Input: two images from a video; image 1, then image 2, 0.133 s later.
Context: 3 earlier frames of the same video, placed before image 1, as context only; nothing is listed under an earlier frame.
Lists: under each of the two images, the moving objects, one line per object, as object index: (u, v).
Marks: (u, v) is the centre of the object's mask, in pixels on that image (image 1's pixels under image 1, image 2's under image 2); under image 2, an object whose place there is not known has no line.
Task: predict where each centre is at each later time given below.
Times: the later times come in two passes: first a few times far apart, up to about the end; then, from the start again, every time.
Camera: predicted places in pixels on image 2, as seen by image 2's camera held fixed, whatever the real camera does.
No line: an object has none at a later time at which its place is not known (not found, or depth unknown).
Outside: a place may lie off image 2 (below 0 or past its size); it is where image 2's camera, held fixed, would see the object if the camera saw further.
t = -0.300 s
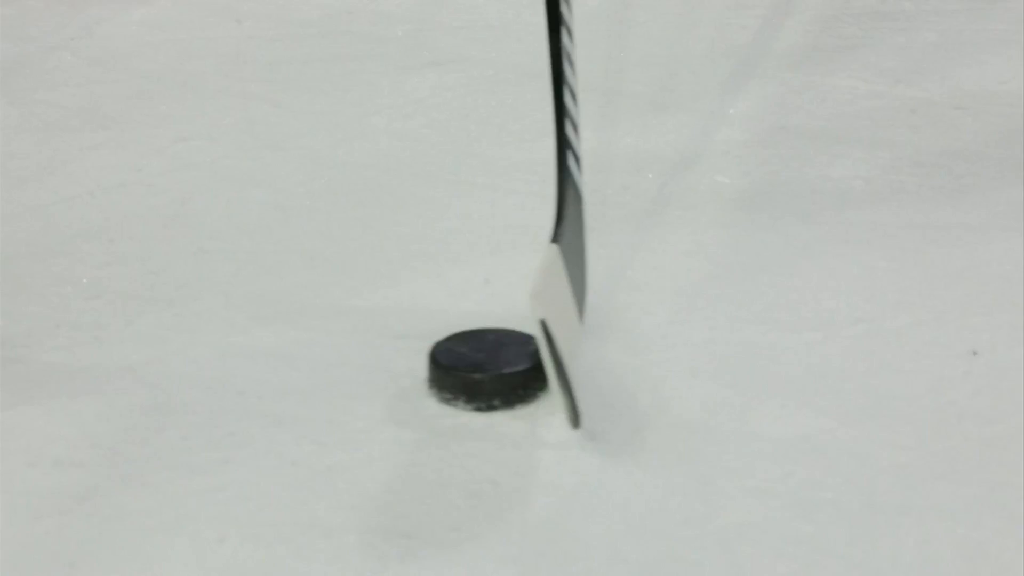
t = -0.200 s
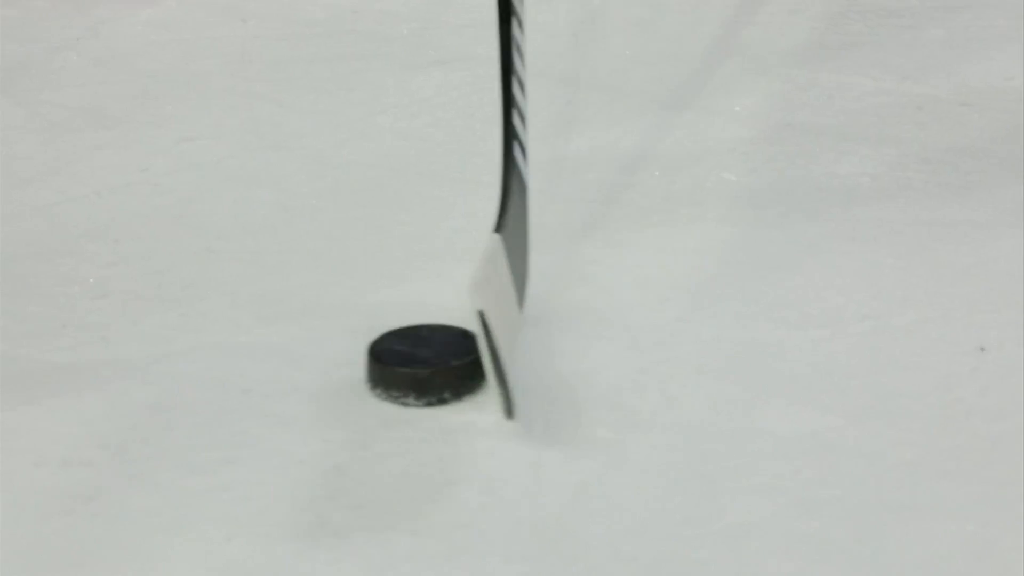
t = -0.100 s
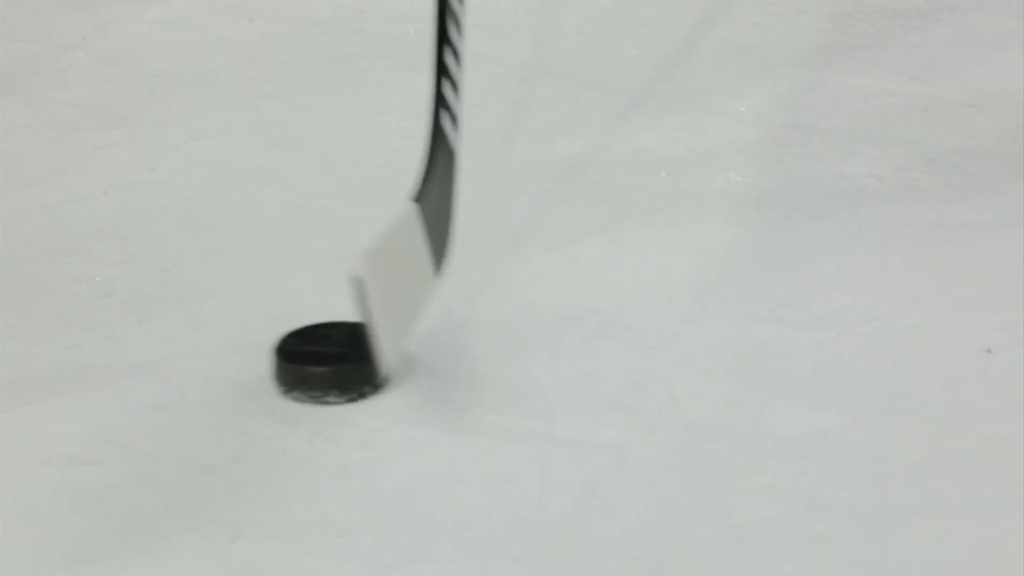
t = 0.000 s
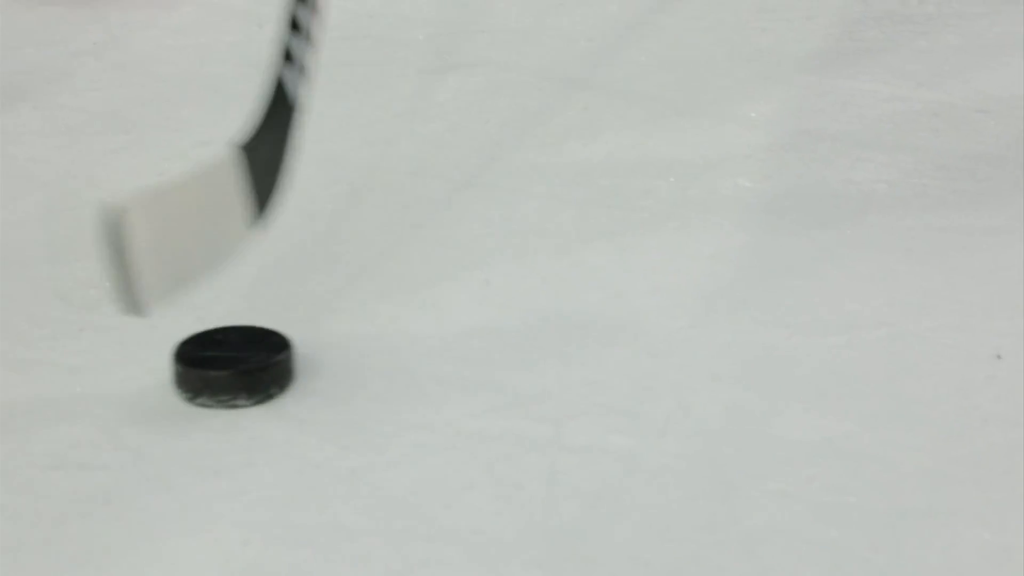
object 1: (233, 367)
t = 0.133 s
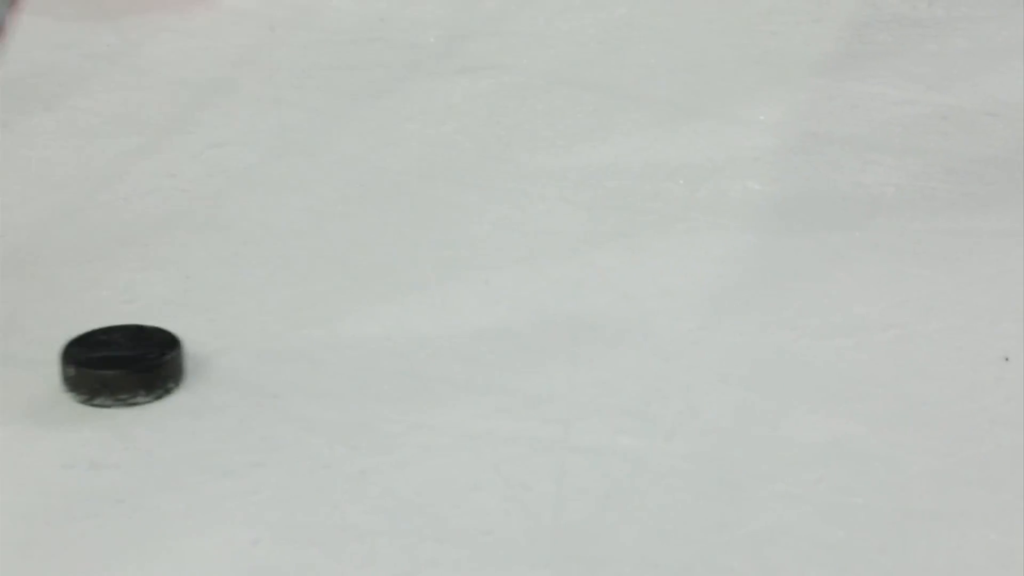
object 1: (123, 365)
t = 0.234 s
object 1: (54, 364)
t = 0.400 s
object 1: (14, 361)
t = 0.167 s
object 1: (97, 364)
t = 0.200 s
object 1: (74, 364)
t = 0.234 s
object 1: (54, 364)
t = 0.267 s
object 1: (42, 364)
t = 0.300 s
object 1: (33, 363)
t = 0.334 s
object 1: (25, 363)
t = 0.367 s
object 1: (19, 362)
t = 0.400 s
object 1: (14, 361)
